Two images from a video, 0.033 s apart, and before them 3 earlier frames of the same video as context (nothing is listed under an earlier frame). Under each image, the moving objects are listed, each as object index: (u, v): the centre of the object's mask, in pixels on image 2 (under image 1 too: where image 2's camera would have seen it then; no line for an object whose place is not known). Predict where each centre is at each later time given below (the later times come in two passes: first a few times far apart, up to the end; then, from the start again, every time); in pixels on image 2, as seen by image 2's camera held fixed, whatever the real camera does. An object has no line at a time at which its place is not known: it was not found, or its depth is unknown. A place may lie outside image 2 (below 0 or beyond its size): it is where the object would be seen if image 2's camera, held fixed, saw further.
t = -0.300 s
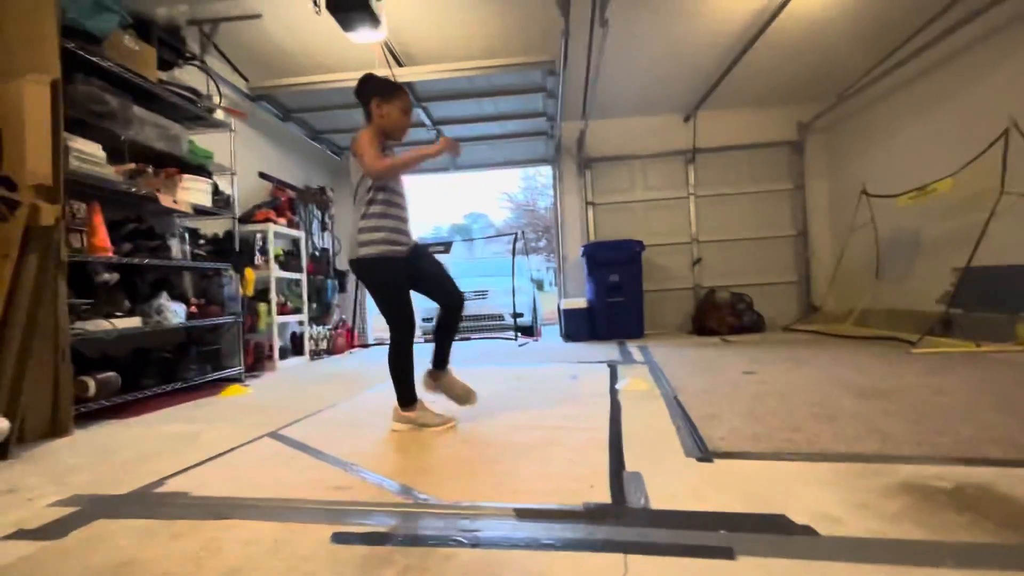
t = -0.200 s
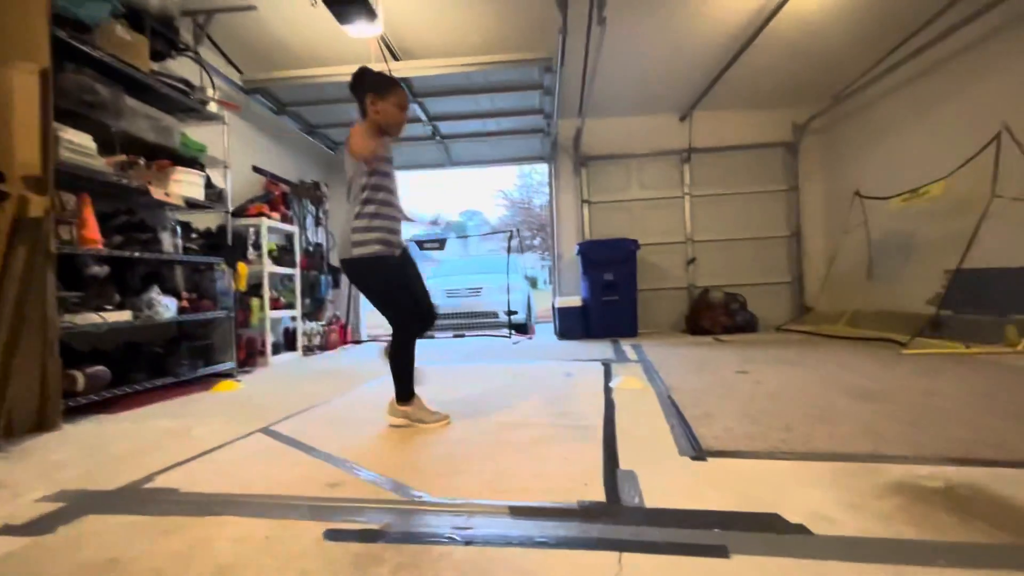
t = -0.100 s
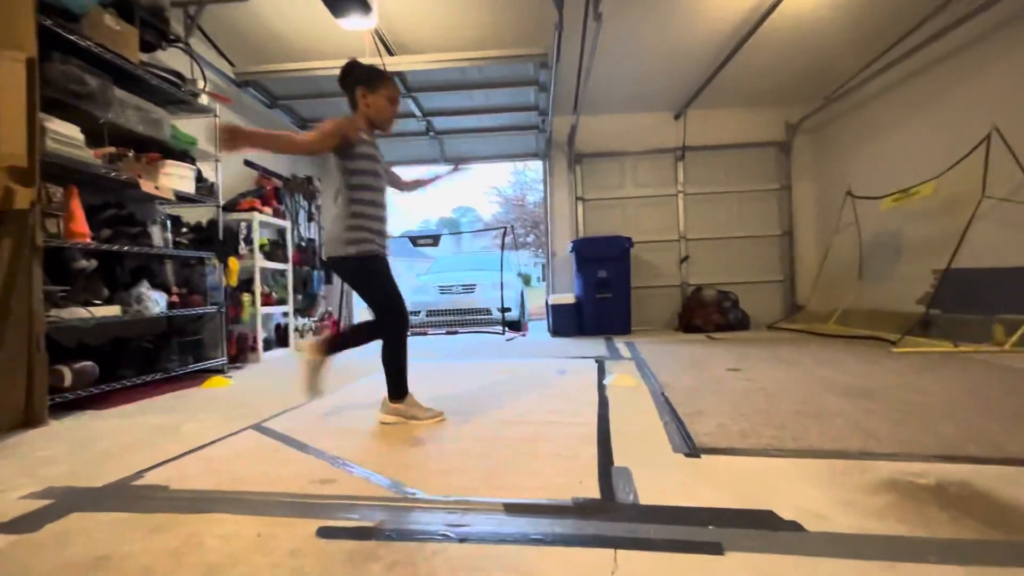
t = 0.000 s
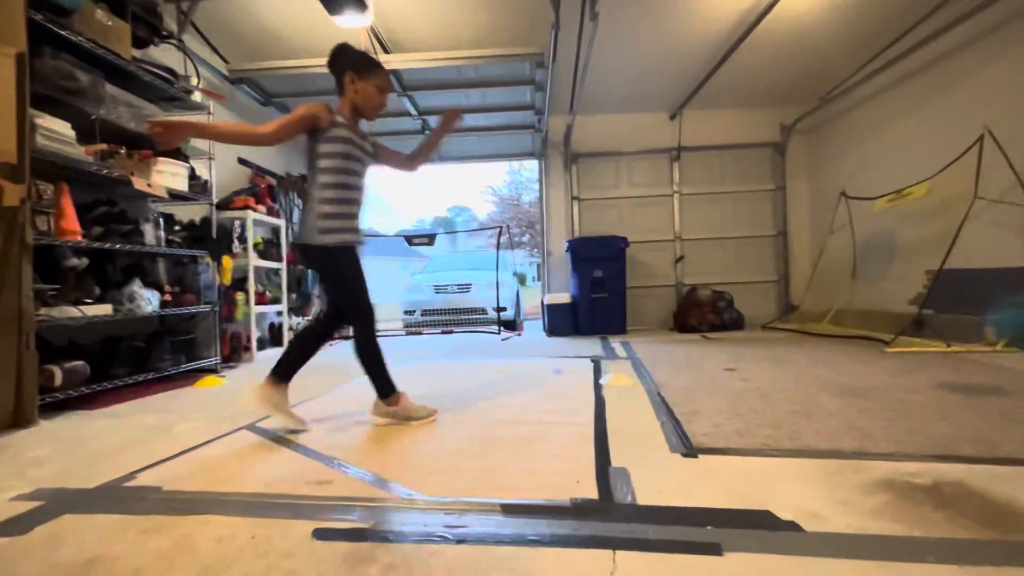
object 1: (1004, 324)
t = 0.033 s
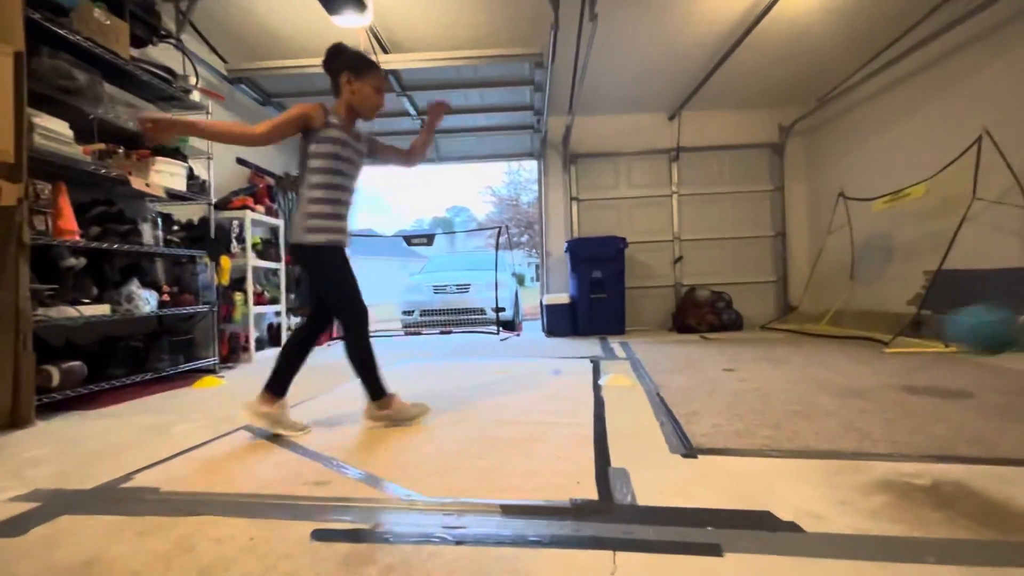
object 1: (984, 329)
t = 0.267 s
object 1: (777, 352)
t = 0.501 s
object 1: (650, 374)
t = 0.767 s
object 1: (519, 362)
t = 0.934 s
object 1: (440, 375)
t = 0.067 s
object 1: (950, 336)
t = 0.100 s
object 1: (909, 350)
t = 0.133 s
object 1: (872, 365)
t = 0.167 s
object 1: (834, 382)
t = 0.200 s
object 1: (814, 371)
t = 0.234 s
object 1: (795, 361)
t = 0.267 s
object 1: (777, 352)
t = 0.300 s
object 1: (760, 348)
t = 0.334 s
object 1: (742, 346)
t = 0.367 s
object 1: (722, 345)
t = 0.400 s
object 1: (704, 347)
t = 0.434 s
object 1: (685, 354)
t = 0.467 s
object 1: (666, 365)
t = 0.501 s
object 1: (650, 374)
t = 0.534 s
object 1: (632, 388)
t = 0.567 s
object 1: (614, 376)
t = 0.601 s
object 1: (599, 367)
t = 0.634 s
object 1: (584, 361)
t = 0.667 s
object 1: (567, 356)
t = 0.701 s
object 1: (551, 355)
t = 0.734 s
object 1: (535, 358)
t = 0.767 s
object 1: (519, 362)
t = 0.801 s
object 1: (503, 369)
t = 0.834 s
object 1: (487, 380)
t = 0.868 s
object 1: (472, 389)
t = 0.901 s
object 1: (456, 381)
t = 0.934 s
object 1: (440, 375)
